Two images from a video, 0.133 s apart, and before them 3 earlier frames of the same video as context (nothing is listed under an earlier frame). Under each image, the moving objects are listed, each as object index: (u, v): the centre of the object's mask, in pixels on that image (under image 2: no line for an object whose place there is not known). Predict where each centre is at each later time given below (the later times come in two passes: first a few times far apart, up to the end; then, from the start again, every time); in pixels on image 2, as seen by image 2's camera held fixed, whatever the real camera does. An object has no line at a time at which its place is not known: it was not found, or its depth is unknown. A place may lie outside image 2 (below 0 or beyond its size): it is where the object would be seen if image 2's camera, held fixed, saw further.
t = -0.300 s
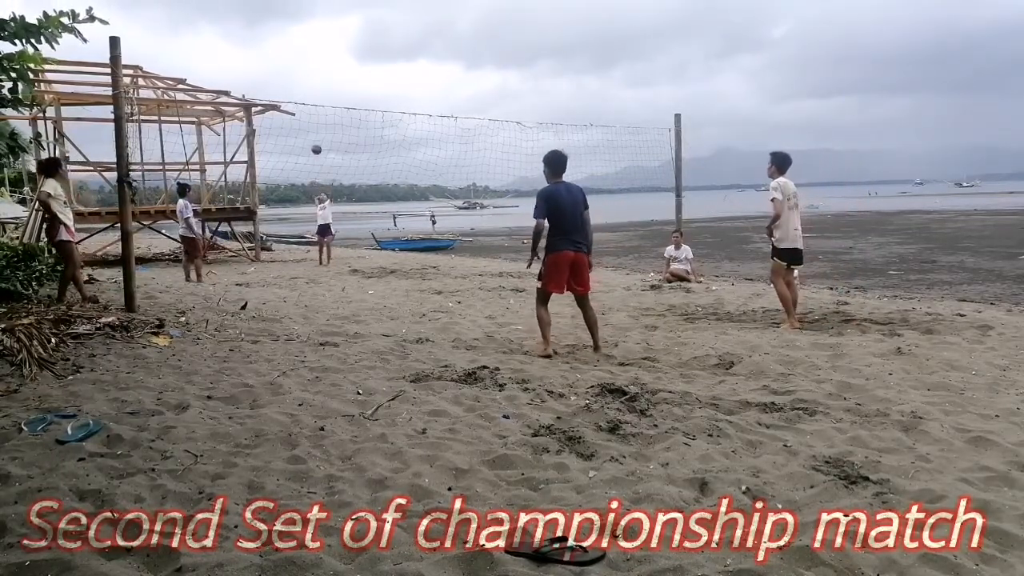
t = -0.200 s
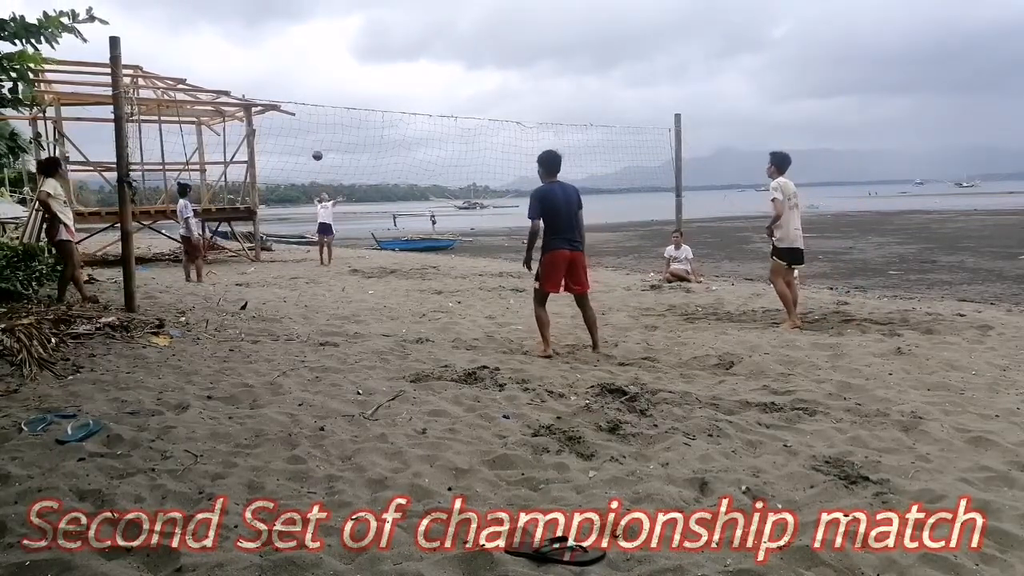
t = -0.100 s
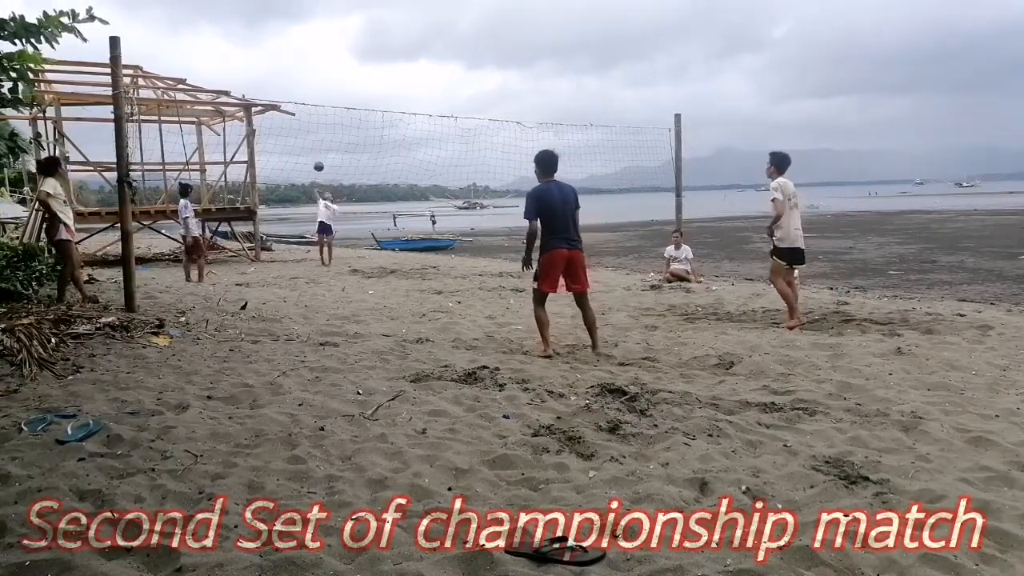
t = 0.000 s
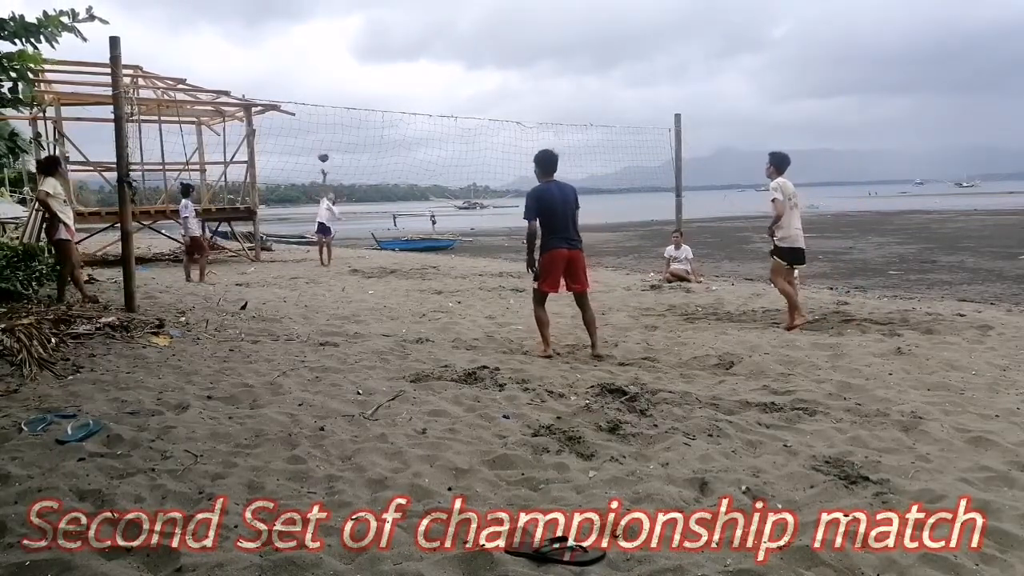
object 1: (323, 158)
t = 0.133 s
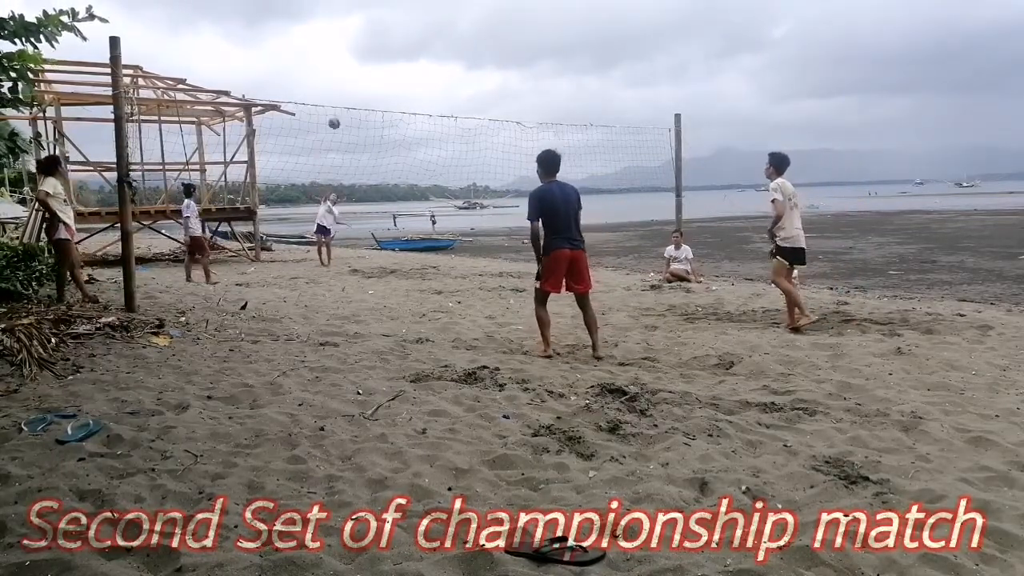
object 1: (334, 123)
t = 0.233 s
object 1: (344, 101)
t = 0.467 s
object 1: (378, 63)
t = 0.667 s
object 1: (424, 56)
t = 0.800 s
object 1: (466, 72)
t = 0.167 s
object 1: (337, 115)
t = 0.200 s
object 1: (341, 108)
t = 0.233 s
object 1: (344, 101)
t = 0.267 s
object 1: (348, 94)
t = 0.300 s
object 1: (352, 87)
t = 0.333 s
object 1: (357, 81)
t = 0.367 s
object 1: (362, 76)
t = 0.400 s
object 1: (367, 71)
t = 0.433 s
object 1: (372, 67)
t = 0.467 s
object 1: (378, 63)
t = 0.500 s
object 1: (385, 59)
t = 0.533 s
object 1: (391, 57)
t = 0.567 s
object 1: (399, 56)
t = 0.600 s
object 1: (406, 55)
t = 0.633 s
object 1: (415, 55)
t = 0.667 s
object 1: (424, 56)
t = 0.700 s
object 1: (433, 58)
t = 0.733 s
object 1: (443, 61)
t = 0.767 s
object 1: (454, 66)
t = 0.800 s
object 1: (466, 72)
